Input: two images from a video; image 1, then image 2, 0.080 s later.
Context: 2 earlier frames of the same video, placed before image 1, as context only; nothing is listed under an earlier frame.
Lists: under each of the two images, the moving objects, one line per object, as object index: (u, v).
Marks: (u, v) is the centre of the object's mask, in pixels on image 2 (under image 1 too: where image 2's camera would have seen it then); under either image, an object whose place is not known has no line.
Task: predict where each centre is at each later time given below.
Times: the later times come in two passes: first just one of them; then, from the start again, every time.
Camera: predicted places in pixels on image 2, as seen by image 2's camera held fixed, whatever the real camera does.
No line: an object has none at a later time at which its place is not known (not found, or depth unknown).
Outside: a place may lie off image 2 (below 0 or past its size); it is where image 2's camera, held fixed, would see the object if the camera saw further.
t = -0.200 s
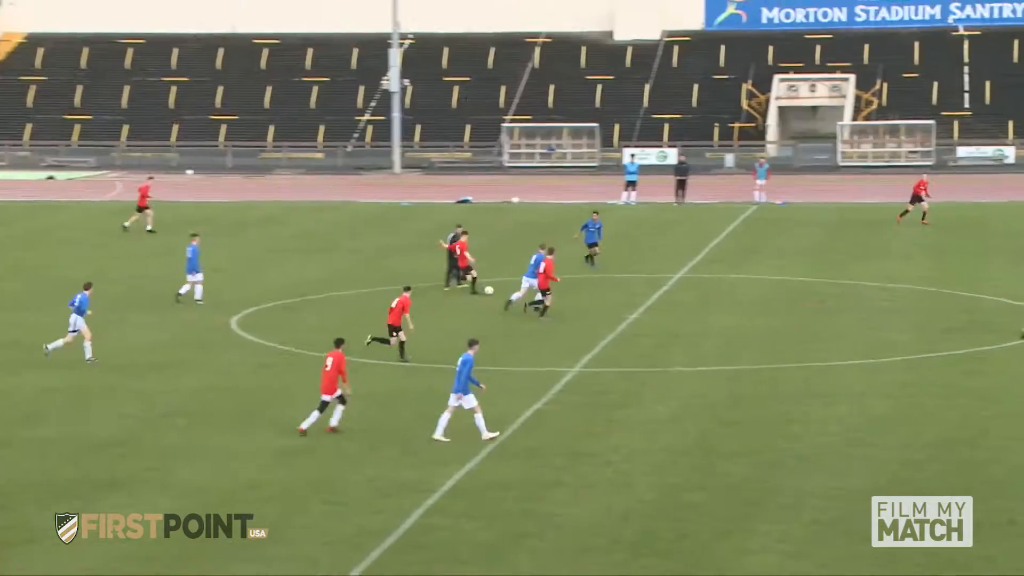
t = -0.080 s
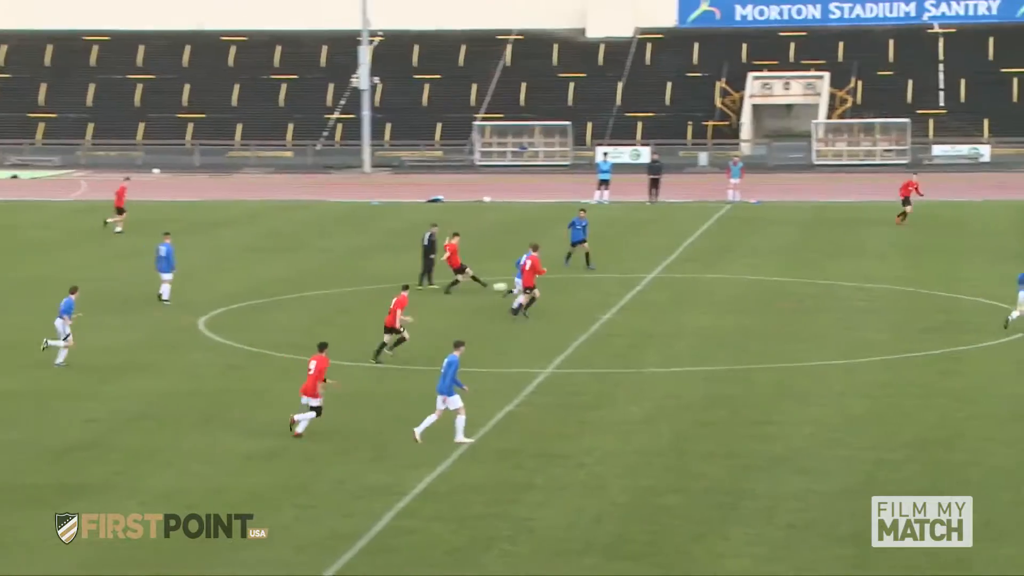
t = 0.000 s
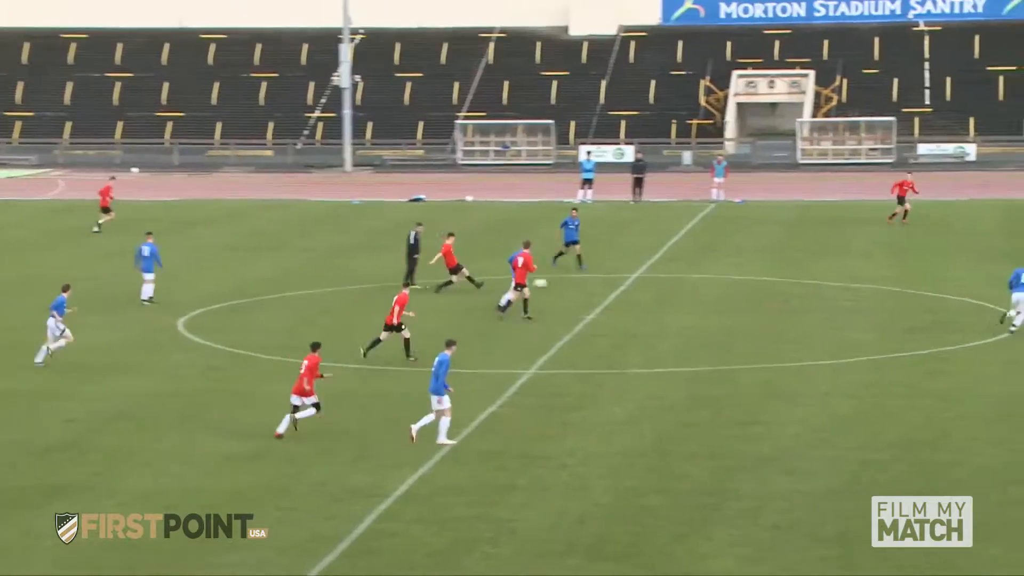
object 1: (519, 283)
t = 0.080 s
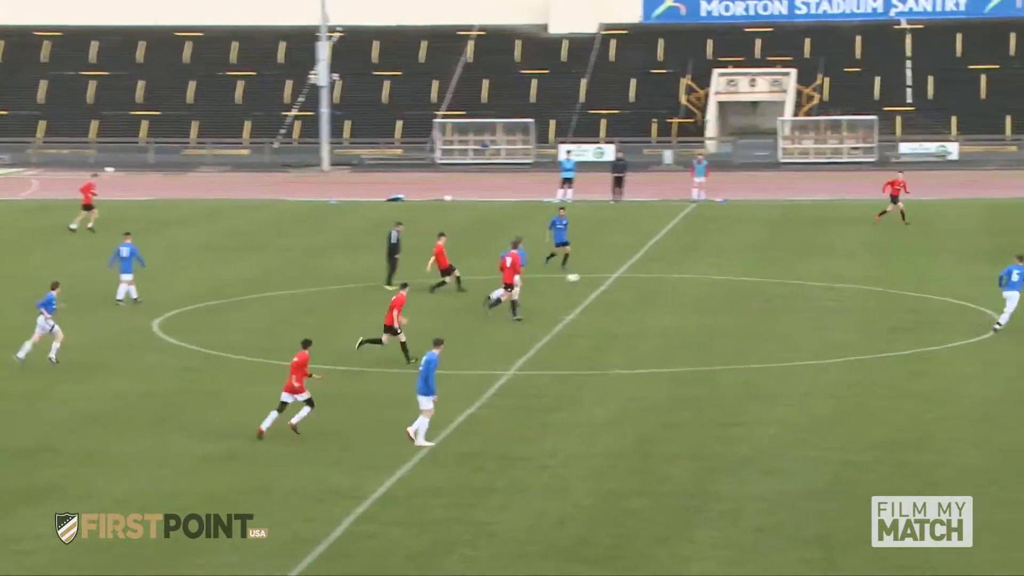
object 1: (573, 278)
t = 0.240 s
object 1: (669, 267)
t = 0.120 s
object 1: (598, 275)
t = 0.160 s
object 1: (623, 274)
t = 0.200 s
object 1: (645, 270)
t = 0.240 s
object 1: (669, 267)
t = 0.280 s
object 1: (690, 265)
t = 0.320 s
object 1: (712, 263)
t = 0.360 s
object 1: (733, 261)
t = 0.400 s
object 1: (754, 262)
